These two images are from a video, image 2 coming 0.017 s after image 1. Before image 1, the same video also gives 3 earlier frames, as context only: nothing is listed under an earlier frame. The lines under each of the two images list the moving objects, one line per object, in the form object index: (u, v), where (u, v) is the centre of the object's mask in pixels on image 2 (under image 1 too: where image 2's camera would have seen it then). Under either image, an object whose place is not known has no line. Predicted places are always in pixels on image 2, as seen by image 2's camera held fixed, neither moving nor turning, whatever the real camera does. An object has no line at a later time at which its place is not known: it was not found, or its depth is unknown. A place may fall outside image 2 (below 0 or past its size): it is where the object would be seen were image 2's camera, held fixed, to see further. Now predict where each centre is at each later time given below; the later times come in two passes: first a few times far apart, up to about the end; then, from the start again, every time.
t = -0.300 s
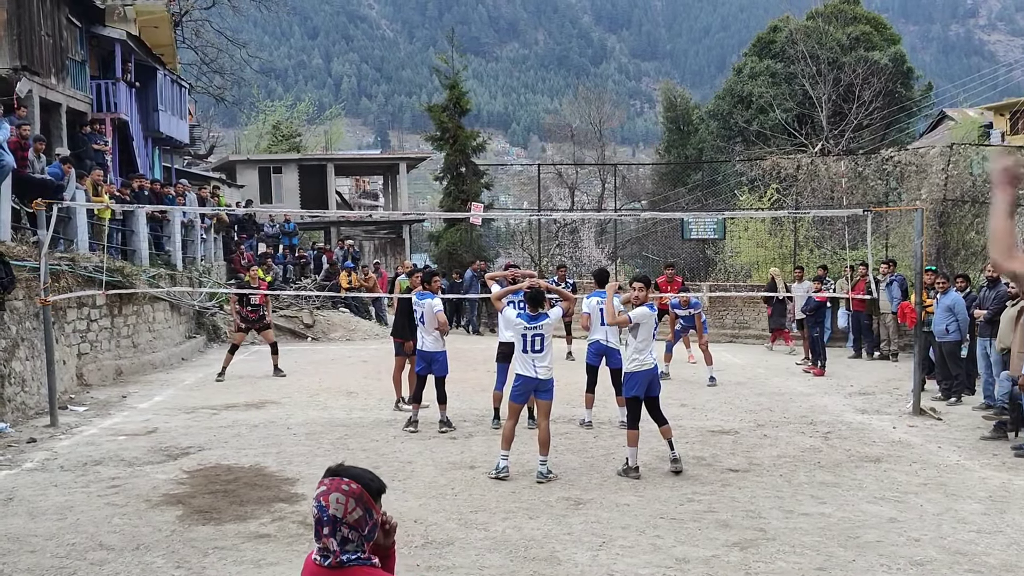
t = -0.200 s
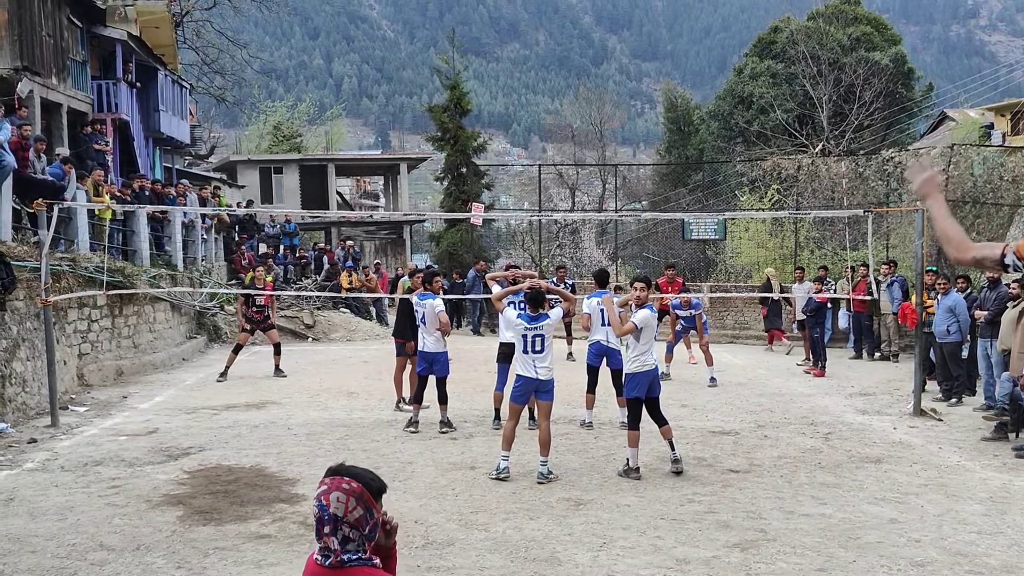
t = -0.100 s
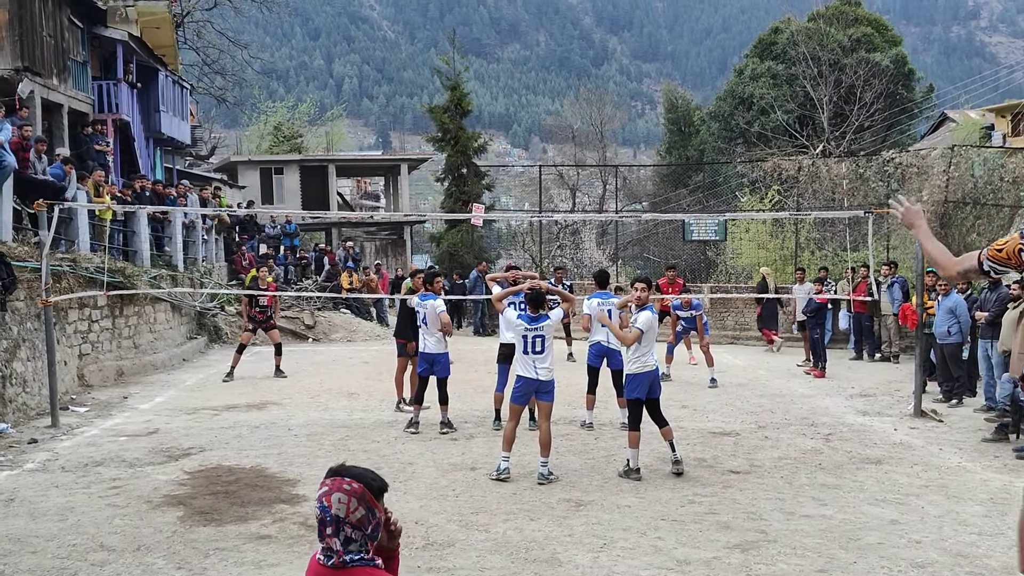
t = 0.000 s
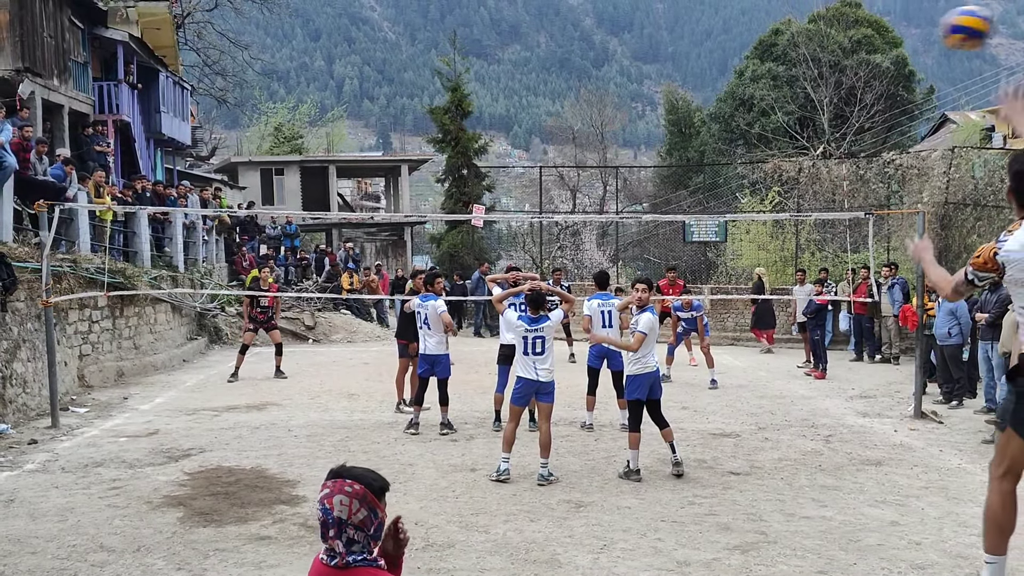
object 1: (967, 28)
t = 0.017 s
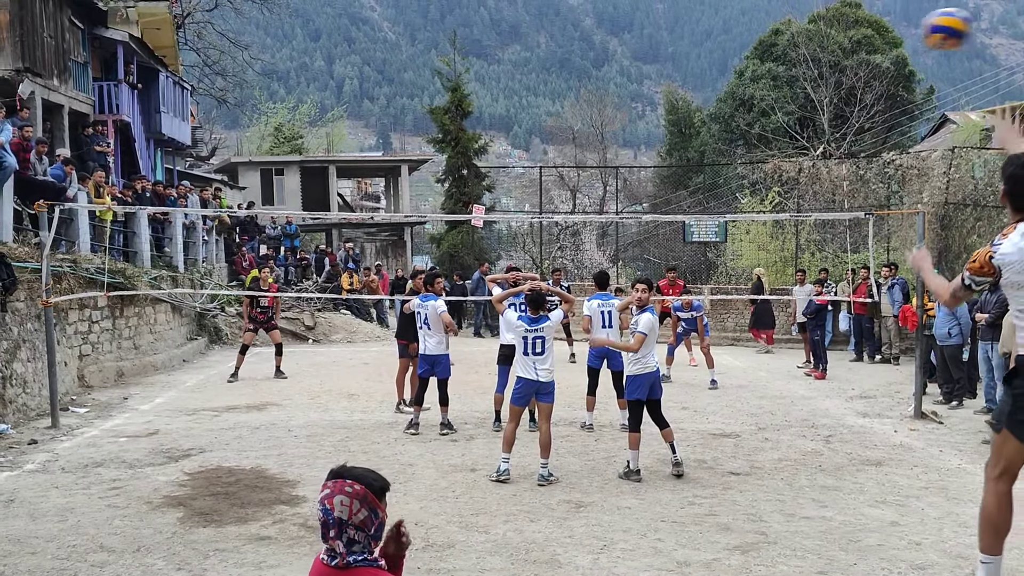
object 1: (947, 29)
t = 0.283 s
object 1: (768, 74)
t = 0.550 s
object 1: (688, 156)
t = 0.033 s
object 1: (928, 30)
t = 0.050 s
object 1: (910, 31)
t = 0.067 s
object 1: (894, 33)
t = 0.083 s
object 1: (881, 35)
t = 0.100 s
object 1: (867, 38)
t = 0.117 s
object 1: (855, 40)
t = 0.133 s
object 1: (844, 42)
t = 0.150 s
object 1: (833, 46)
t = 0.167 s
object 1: (823, 48)
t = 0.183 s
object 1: (814, 51)
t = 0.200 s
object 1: (805, 55)
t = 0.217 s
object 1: (797, 58)
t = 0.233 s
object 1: (789, 62)
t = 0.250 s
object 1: (781, 65)
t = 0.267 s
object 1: (774, 69)
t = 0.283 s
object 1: (768, 74)
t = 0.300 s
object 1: (761, 79)
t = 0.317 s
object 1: (755, 83)
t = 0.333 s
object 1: (749, 88)
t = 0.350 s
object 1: (744, 92)
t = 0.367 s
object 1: (738, 97)
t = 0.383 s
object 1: (732, 103)
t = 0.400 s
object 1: (727, 108)
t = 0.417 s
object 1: (722, 113)
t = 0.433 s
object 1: (718, 118)
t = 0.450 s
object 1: (713, 124)
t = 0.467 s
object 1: (708, 130)
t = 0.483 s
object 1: (704, 135)
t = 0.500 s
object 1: (700, 140)
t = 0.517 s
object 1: (695, 145)
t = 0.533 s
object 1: (692, 150)
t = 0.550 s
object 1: (688, 156)
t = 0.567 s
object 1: (684, 161)
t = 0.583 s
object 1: (681, 166)
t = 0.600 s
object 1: (678, 172)
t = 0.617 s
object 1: (674, 177)
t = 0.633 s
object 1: (672, 183)
